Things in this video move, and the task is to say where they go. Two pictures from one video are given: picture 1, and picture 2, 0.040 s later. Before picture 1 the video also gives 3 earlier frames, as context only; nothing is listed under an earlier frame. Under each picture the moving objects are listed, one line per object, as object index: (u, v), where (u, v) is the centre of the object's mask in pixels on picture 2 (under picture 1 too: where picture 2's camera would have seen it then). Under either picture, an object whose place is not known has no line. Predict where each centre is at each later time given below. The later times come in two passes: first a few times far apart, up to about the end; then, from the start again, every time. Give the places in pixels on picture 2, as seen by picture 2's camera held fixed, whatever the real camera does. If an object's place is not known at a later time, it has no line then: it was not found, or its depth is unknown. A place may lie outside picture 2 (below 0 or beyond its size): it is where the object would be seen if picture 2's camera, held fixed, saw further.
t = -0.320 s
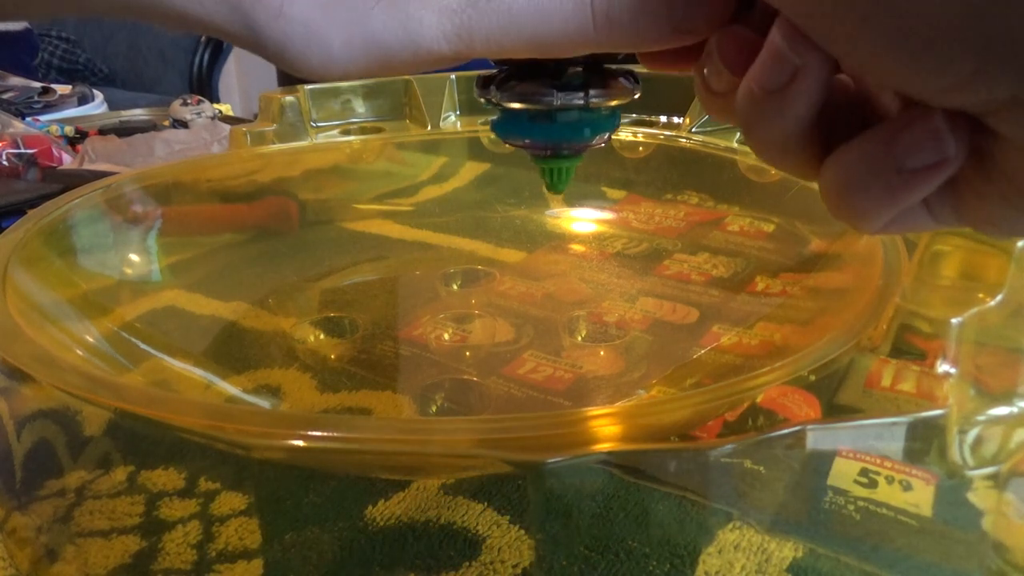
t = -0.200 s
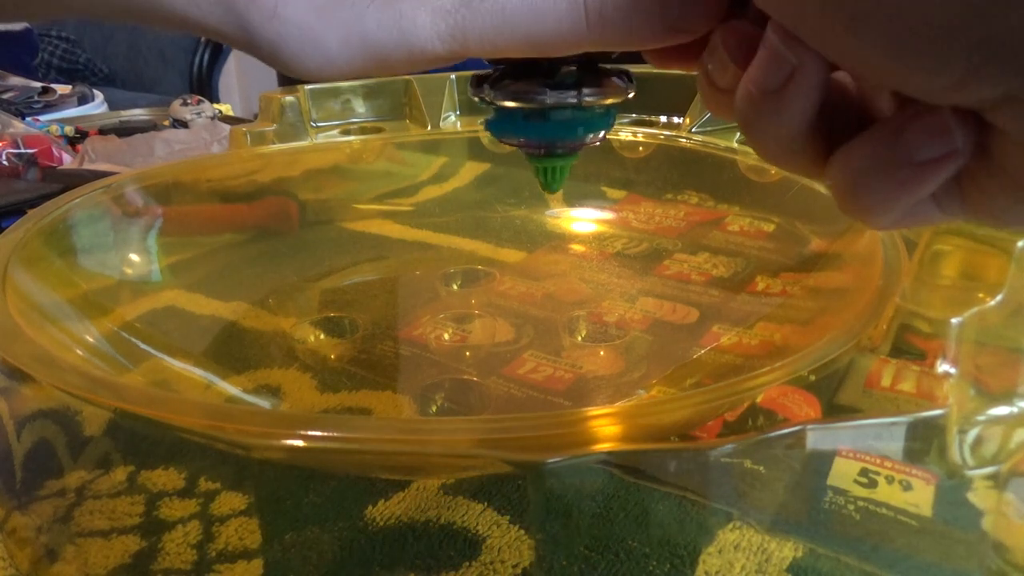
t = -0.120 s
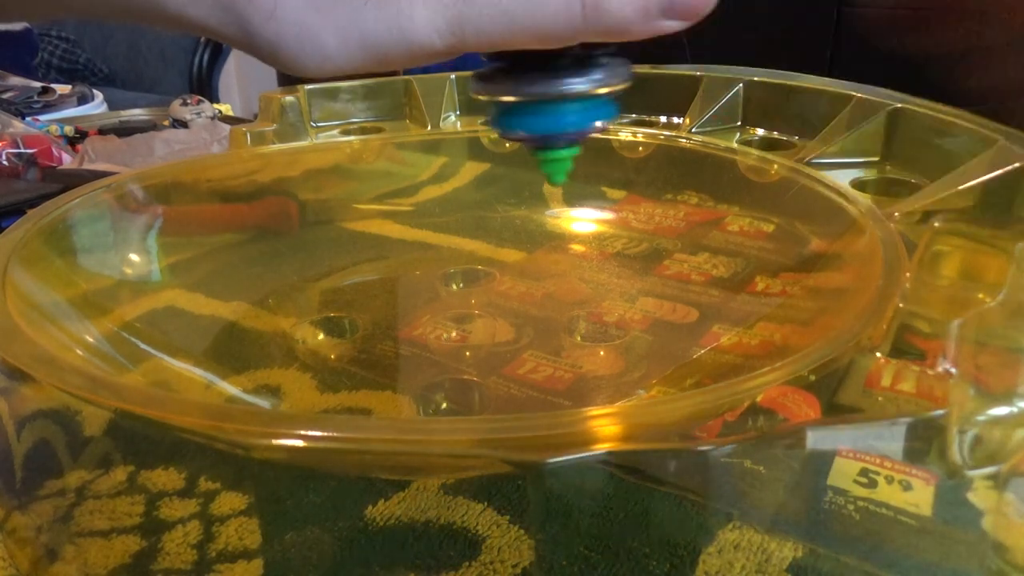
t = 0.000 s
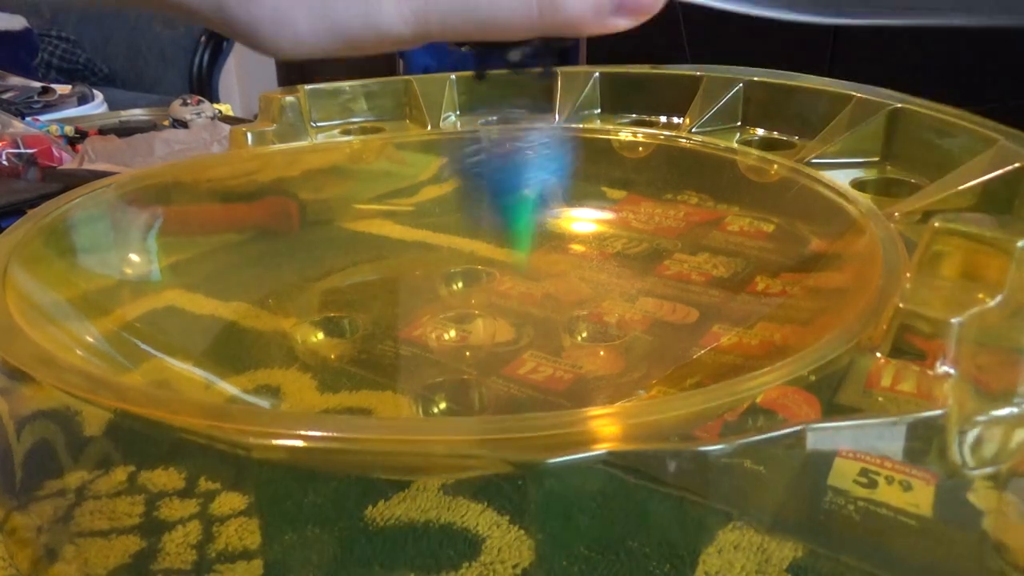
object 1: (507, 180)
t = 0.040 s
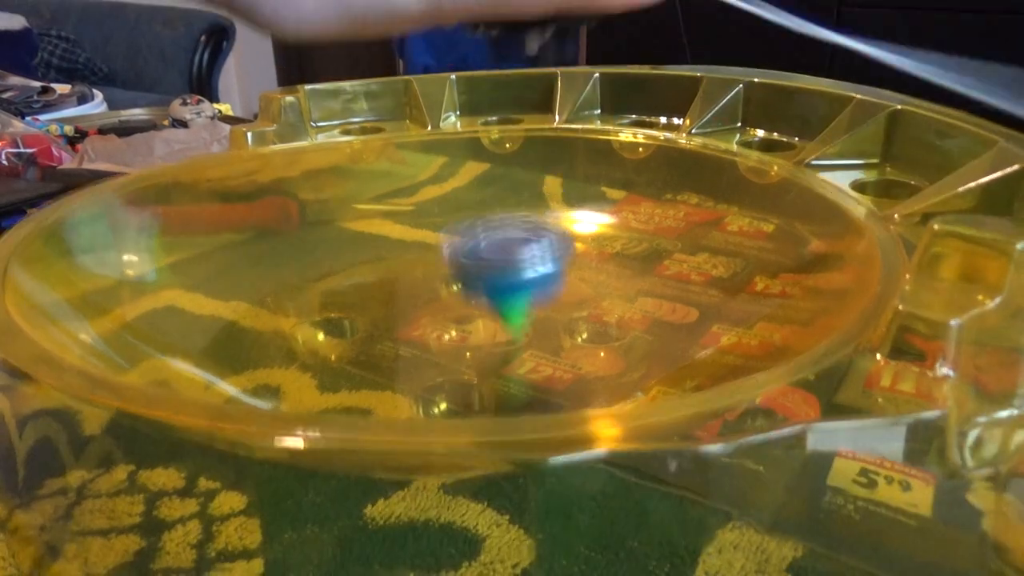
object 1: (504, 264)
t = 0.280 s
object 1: (418, 275)
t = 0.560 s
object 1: (313, 326)
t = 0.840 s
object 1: (472, 328)
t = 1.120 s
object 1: (451, 251)
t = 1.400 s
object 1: (301, 204)
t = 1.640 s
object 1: (262, 267)
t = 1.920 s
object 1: (434, 258)
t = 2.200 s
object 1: (496, 179)
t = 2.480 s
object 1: (288, 231)
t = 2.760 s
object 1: (400, 298)
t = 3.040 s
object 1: (691, 244)
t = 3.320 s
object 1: (435, 189)
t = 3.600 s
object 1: (197, 298)
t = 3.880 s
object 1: (722, 276)
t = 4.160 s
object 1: (427, 174)
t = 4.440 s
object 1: (202, 318)
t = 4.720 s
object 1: (718, 243)
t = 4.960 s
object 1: (417, 154)
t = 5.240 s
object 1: (260, 327)
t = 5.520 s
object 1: (723, 237)
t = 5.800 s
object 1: (367, 163)
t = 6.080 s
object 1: (322, 341)
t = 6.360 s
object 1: (704, 237)
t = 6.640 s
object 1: (345, 184)
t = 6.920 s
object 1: (294, 342)
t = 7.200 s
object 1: (685, 238)
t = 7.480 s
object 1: (355, 177)
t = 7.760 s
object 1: (269, 315)
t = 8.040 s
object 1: (543, 303)
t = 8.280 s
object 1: (589, 211)
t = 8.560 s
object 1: (316, 198)
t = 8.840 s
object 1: (283, 308)
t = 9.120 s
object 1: (586, 312)
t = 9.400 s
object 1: (625, 235)
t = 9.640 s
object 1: (498, 204)
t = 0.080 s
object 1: (480, 221)
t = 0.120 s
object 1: (469, 216)
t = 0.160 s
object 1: (455, 252)
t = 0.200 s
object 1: (443, 262)
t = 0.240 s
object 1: (430, 266)
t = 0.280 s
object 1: (418, 275)
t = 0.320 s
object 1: (402, 282)
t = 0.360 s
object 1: (388, 288)
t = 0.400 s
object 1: (373, 294)
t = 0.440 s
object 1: (351, 301)
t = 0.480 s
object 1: (336, 309)
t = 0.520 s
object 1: (324, 317)
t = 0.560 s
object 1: (313, 326)
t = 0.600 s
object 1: (307, 334)
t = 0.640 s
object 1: (315, 339)
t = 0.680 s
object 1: (341, 342)
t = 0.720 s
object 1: (380, 343)
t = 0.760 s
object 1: (417, 341)
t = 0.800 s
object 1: (452, 336)
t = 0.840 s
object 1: (472, 328)
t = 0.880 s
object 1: (485, 319)
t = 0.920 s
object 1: (491, 308)
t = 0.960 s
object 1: (493, 296)
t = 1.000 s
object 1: (488, 285)
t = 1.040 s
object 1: (479, 273)
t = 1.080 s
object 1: (467, 261)
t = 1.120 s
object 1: (451, 251)
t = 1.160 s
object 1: (433, 242)
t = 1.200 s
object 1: (413, 232)
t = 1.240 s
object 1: (392, 225)
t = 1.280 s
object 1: (377, 218)
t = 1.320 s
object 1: (353, 211)
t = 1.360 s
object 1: (330, 205)
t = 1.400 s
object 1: (301, 204)
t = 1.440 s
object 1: (282, 206)
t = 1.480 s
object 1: (282, 213)
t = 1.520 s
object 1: (275, 226)
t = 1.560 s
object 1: (268, 242)
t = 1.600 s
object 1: (266, 256)
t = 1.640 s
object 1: (262, 267)
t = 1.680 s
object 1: (272, 275)
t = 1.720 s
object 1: (291, 280)
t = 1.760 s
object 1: (314, 280)
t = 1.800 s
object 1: (343, 280)
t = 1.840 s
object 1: (374, 275)
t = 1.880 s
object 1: (404, 267)
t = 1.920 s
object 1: (434, 258)
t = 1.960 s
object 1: (460, 248)
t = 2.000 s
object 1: (482, 237)
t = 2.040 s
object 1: (497, 225)
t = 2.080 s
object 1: (508, 213)
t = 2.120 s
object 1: (512, 201)
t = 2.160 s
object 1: (508, 189)
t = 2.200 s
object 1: (496, 179)
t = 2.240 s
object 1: (477, 174)
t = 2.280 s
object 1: (451, 175)
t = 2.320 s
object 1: (418, 180)
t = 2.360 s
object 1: (382, 189)
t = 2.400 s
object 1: (343, 202)
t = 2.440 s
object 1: (310, 216)
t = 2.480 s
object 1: (288, 231)
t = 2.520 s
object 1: (273, 245)
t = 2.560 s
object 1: (267, 257)
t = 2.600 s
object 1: (272, 268)
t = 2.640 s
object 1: (291, 279)
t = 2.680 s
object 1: (319, 287)
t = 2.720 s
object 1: (355, 295)
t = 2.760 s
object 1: (400, 298)
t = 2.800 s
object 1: (449, 300)
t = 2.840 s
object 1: (499, 299)
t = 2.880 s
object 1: (550, 296)
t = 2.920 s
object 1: (602, 289)
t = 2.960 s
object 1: (646, 278)
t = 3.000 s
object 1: (677, 261)
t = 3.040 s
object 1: (691, 244)
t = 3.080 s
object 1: (685, 228)
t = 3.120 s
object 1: (664, 215)
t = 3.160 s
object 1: (631, 206)
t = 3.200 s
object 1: (586, 197)
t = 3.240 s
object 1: (533, 191)
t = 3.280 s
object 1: (482, 191)
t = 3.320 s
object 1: (435, 189)
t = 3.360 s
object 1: (383, 192)
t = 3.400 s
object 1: (331, 200)
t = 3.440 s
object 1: (286, 211)
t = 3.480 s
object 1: (234, 229)
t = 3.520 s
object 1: (212, 245)
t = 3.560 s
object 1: (195, 269)
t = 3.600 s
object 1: (197, 298)
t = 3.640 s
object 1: (226, 325)
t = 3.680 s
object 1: (289, 343)
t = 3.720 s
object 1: (386, 354)
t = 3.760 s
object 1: (497, 354)
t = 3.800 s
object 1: (606, 337)
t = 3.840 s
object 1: (681, 310)
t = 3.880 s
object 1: (722, 276)
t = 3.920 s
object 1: (728, 246)
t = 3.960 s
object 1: (706, 219)
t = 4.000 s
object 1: (667, 199)
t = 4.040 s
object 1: (616, 185)
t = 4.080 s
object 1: (556, 179)
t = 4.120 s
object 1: (494, 175)
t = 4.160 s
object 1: (427, 174)
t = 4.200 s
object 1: (358, 171)
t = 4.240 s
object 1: (297, 184)
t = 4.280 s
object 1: (241, 196)
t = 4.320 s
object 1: (197, 217)
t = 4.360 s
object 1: (170, 243)
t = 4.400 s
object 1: (166, 280)
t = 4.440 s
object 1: (202, 318)
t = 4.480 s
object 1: (283, 341)
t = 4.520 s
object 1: (398, 354)
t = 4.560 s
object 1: (521, 353)
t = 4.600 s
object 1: (627, 331)
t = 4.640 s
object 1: (693, 305)
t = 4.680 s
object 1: (721, 271)
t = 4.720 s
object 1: (718, 243)
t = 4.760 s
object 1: (691, 214)
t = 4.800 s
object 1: (651, 194)
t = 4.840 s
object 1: (600, 176)
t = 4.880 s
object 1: (542, 165)
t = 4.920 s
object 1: (482, 159)
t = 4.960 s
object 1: (417, 154)
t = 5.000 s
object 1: (354, 158)
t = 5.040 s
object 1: (287, 169)
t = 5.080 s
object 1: (233, 188)
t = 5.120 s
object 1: (195, 216)
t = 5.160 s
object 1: (182, 250)
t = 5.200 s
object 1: (201, 292)
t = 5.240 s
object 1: (260, 327)
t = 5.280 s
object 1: (351, 345)
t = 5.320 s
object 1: (460, 350)
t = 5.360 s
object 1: (568, 344)
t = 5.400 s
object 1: (657, 322)
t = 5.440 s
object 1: (698, 296)
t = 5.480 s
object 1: (727, 266)
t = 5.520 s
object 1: (723, 237)
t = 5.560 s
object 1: (709, 212)
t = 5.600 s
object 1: (667, 195)
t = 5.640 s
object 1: (614, 180)
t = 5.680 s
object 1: (556, 168)
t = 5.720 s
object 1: (496, 163)
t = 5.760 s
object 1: (430, 162)
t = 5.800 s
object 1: (367, 163)
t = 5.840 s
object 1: (307, 178)
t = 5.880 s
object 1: (256, 198)
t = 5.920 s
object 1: (222, 224)
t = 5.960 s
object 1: (198, 258)
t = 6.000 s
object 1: (213, 293)
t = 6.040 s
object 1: (254, 321)
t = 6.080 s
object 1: (322, 341)
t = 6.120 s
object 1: (407, 351)
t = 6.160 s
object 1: (507, 351)
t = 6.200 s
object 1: (598, 337)
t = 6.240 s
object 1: (651, 319)
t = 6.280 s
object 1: (696, 291)
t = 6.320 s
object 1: (715, 262)
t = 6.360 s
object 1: (704, 237)
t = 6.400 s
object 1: (682, 211)
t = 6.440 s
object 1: (641, 198)
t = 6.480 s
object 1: (590, 186)
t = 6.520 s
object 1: (531, 182)
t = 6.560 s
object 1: (469, 181)
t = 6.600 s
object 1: (406, 180)
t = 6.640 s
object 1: (345, 184)
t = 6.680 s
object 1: (289, 194)
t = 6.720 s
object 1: (244, 207)
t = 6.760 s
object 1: (213, 228)
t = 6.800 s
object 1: (196, 255)
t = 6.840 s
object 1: (200, 288)
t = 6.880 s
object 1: (227, 320)
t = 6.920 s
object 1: (294, 342)
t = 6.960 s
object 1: (383, 352)
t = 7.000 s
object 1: (486, 353)
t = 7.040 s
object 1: (585, 340)
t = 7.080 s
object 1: (653, 318)
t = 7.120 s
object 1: (692, 290)
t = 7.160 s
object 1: (700, 263)
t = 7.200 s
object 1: (685, 238)
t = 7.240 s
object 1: (659, 216)
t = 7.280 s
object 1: (622, 202)
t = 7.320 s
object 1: (575, 188)
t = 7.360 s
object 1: (523, 184)
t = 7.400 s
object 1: (469, 179)
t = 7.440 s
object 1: (410, 177)
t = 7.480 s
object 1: (355, 177)
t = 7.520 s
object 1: (301, 188)
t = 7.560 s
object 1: (258, 202)
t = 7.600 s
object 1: (227, 223)
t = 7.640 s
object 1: (216, 247)
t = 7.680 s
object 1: (209, 275)
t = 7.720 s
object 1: (238, 297)
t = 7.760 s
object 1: (269, 315)
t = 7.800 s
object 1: (300, 329)
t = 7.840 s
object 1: (345, 335)
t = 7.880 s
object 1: (400, 336)
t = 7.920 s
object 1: (433, 331)
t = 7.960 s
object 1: (474, 325)
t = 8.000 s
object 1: (511, 315)
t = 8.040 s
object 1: (543, 303)
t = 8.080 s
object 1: (570, 289)
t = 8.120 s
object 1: (589, 274)
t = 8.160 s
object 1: (598, 258)
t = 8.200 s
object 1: (600, 241)
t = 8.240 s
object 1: (594, 226)
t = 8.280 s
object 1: (589, 211)
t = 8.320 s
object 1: (568, 197)
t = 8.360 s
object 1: (541, 186)
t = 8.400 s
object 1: (505, 180)
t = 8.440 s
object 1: (465, 176)
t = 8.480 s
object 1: (419, 177)
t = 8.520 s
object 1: (372, 184)
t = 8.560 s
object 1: (316, 198)
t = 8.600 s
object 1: (290, 213)
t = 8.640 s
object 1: (254, 232)
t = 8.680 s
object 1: (245, 249)
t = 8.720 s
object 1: (236, 269)
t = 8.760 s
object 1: (241, 284)
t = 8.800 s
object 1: (257, 297)
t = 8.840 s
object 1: (283, 308)
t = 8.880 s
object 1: (315, 315)
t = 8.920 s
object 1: (355, 321)
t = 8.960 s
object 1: (400, 325)
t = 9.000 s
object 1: (447, 325)
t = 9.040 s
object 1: (496, 322)
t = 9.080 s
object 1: (544, 318)
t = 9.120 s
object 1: (586, 312)
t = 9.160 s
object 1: (618, 302)
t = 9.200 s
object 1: (641, 291)
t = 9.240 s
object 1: (651, 278)
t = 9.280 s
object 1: (651, 267)
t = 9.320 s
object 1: (648, 256)
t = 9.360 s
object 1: (639, 245)
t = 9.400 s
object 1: (625, 235)
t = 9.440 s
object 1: (608, 226)
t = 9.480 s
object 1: (589, 219)
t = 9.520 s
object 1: (573, 212)
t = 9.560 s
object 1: (547, 207)
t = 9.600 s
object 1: (522, 205)
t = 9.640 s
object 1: (498, 204)
